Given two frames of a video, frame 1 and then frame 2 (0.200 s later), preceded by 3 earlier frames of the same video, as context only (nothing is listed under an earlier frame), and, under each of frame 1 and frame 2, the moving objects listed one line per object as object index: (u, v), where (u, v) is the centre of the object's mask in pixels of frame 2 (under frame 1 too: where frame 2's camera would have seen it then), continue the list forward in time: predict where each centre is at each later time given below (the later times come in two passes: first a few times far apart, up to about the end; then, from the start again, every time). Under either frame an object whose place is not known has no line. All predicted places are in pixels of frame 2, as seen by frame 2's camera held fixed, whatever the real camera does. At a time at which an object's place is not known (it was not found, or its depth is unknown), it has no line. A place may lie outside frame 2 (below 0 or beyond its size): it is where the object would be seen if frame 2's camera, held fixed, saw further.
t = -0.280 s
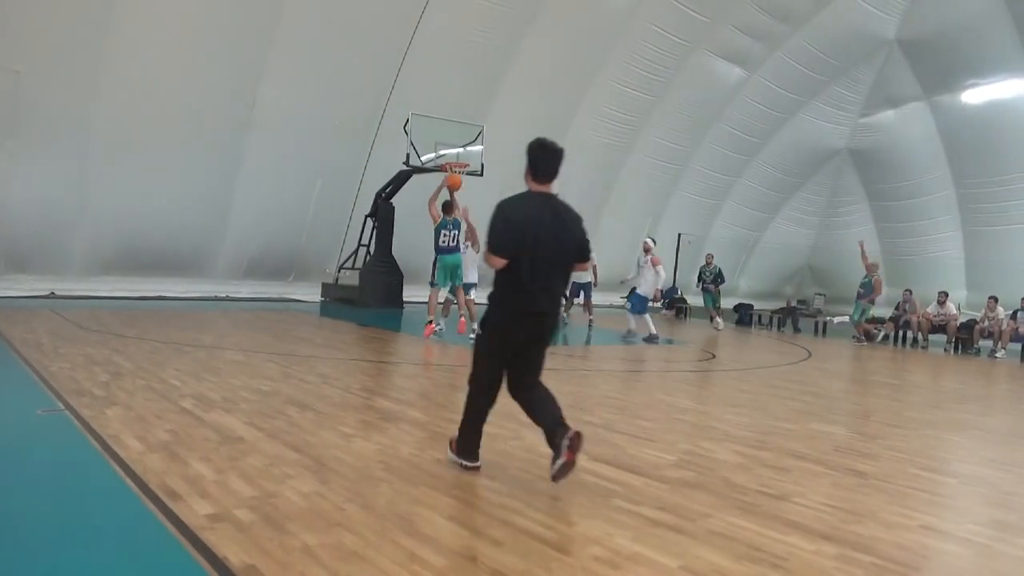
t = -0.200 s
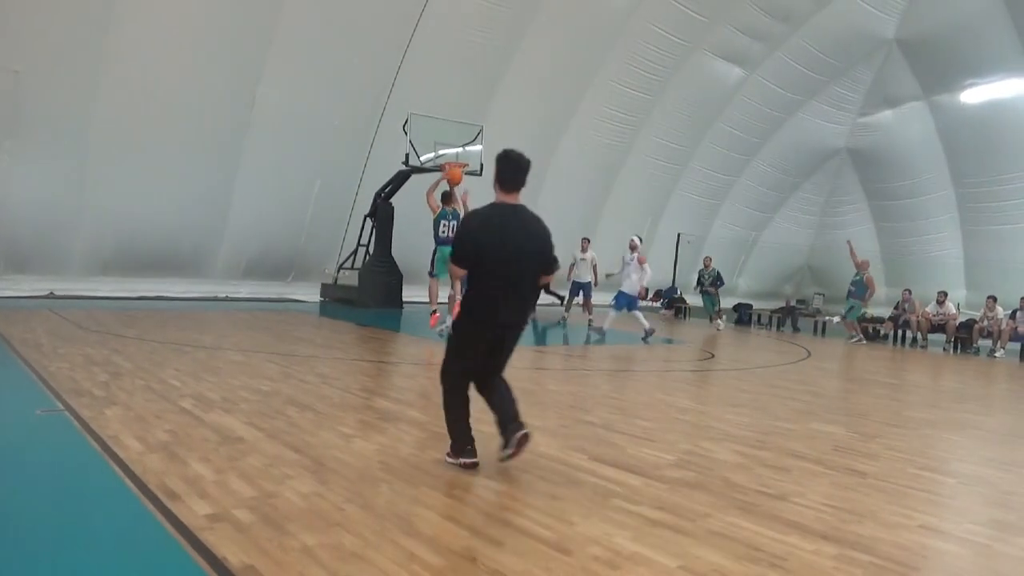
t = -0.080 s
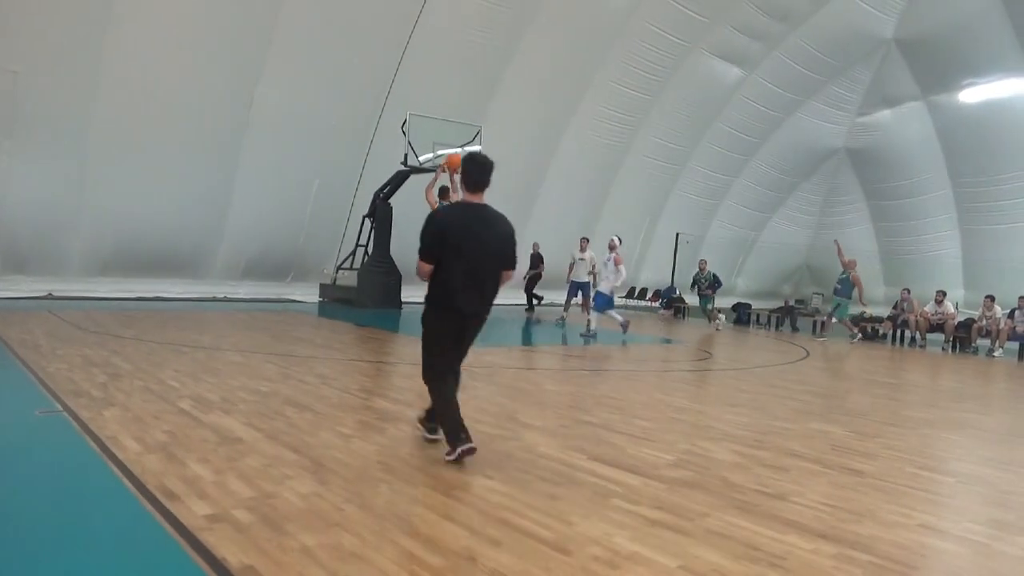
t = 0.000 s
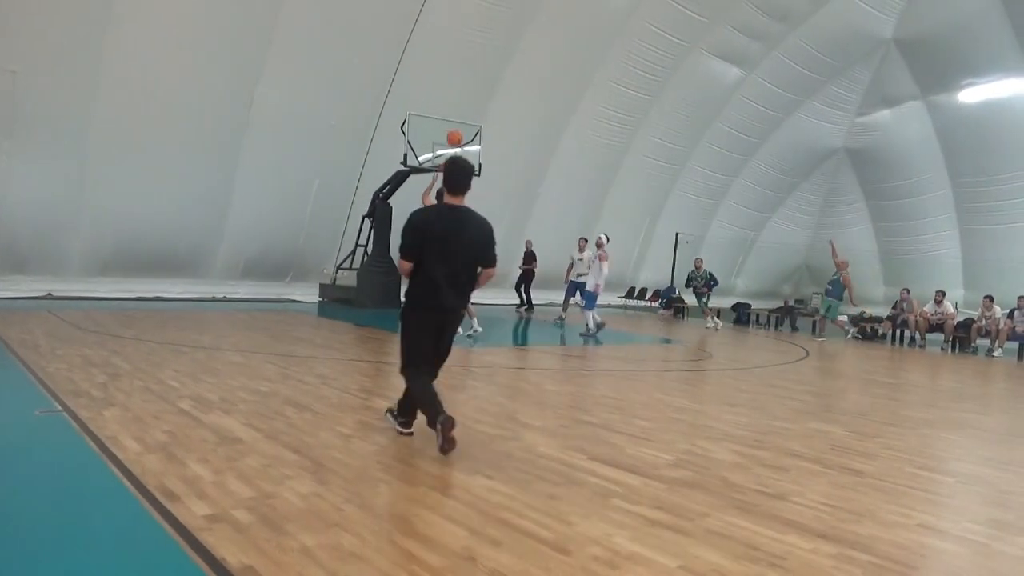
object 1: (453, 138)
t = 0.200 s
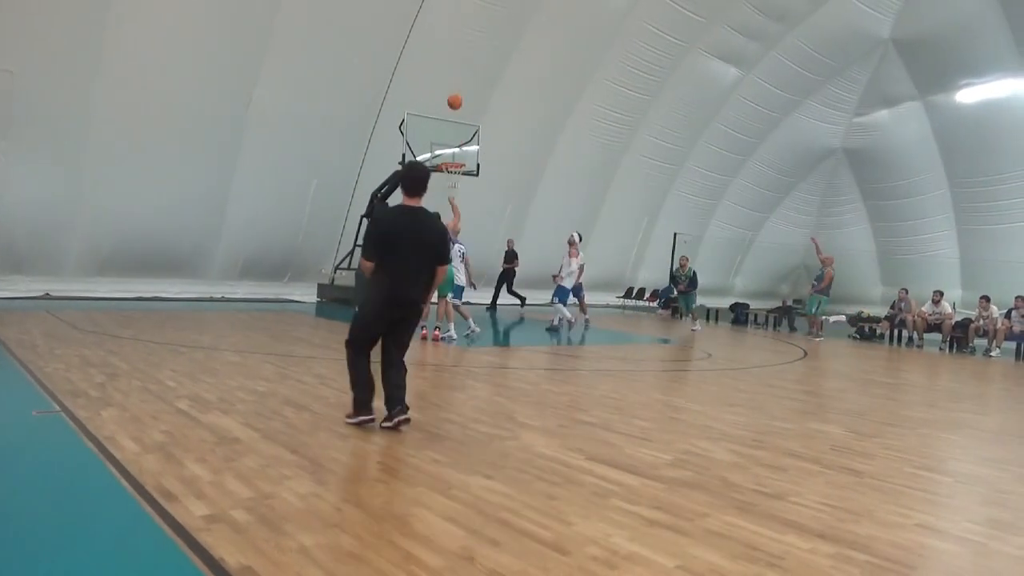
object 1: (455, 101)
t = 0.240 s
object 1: (455, 98)
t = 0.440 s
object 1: (455, 95)
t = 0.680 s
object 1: (455, 120)
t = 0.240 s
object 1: (455, 98)
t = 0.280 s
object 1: (455, 95)
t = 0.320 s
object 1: (455, 93)
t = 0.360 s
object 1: (455, 93)
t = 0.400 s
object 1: (455, 93)
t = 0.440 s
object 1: (455, 95)
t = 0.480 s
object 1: (455, 97)
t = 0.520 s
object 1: (455, 100)
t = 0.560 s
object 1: (455, 104)
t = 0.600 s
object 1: (455, 109)
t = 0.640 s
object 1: (455, 114)
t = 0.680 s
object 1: (455, 120)
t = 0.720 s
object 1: (454, 127)
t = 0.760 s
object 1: (454, 134)
